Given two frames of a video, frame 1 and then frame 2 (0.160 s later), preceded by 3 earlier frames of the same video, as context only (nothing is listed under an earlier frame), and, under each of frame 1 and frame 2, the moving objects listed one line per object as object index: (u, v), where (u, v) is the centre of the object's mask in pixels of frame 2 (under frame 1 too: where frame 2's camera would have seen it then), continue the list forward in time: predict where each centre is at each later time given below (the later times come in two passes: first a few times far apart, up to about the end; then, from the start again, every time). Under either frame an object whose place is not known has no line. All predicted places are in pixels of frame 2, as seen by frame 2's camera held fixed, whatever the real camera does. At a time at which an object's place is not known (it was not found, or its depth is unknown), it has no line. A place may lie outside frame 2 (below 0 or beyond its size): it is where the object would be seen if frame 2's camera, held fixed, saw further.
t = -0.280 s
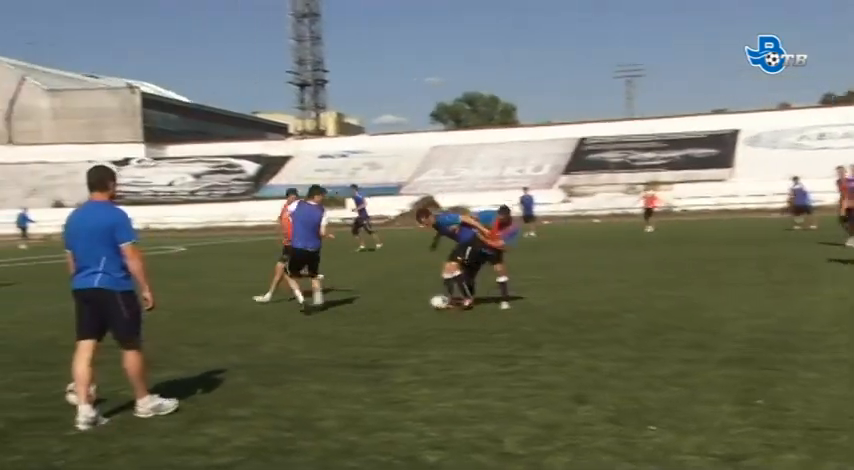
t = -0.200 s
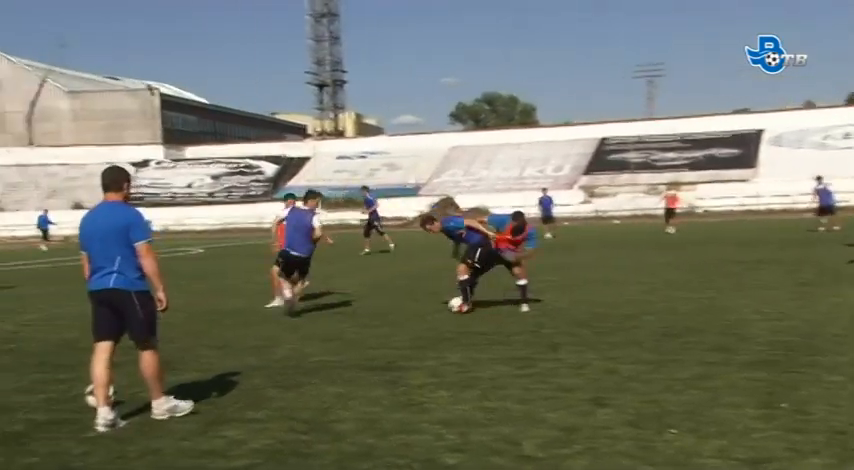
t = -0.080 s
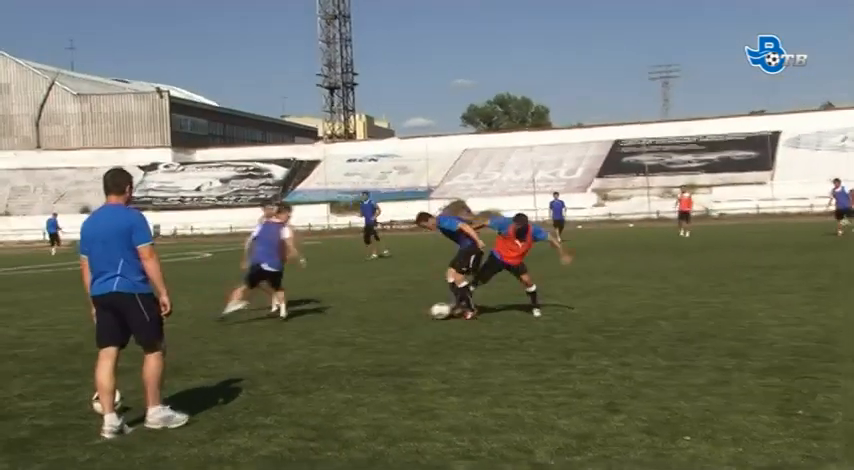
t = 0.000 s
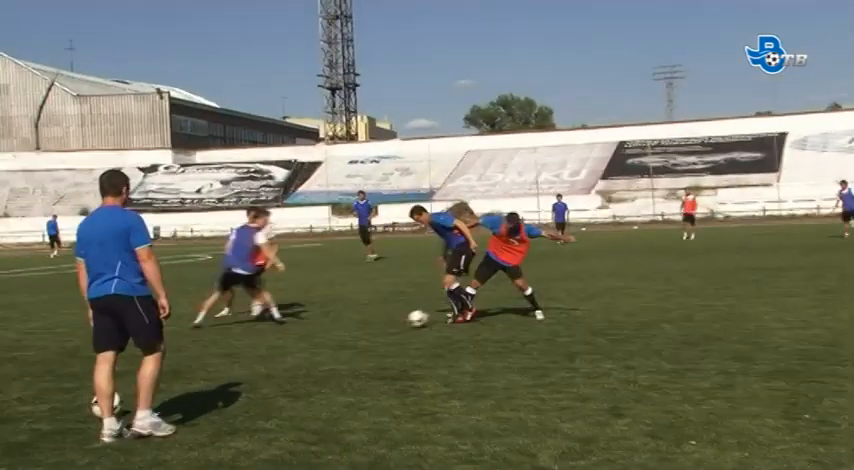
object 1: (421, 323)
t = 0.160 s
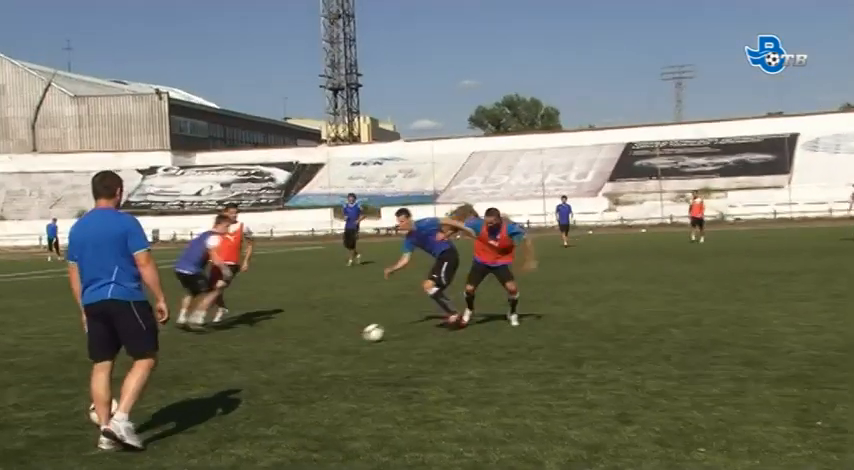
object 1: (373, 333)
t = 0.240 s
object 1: (351, 335)
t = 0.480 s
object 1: (293, 348)
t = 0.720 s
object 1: (244, 356)
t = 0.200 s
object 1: (362, 334)
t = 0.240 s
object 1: (351, 335)
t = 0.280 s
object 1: (341, 338)
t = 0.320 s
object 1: (331, 340)
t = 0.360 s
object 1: (322, 341)
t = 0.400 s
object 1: (311, 343)
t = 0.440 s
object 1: (302, 345)
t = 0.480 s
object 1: (293, 348)
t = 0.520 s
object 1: (285, 348)
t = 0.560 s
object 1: (276, 349)
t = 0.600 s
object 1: (268, 352)
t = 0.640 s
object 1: (260, 353)
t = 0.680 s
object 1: (252, 354)
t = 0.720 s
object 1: (244, 356)
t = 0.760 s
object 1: (234, 358)
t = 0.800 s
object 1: (227, 359)
